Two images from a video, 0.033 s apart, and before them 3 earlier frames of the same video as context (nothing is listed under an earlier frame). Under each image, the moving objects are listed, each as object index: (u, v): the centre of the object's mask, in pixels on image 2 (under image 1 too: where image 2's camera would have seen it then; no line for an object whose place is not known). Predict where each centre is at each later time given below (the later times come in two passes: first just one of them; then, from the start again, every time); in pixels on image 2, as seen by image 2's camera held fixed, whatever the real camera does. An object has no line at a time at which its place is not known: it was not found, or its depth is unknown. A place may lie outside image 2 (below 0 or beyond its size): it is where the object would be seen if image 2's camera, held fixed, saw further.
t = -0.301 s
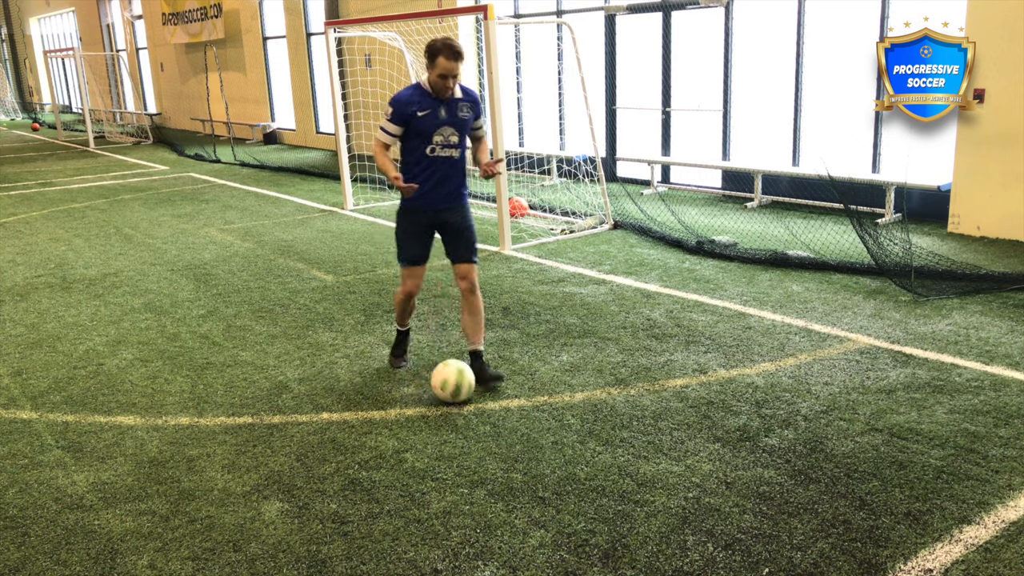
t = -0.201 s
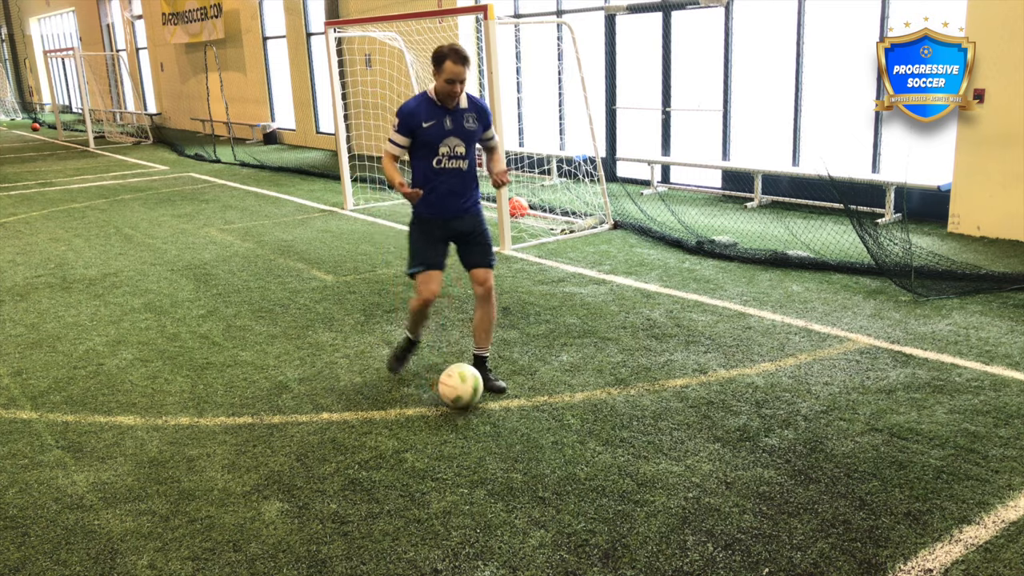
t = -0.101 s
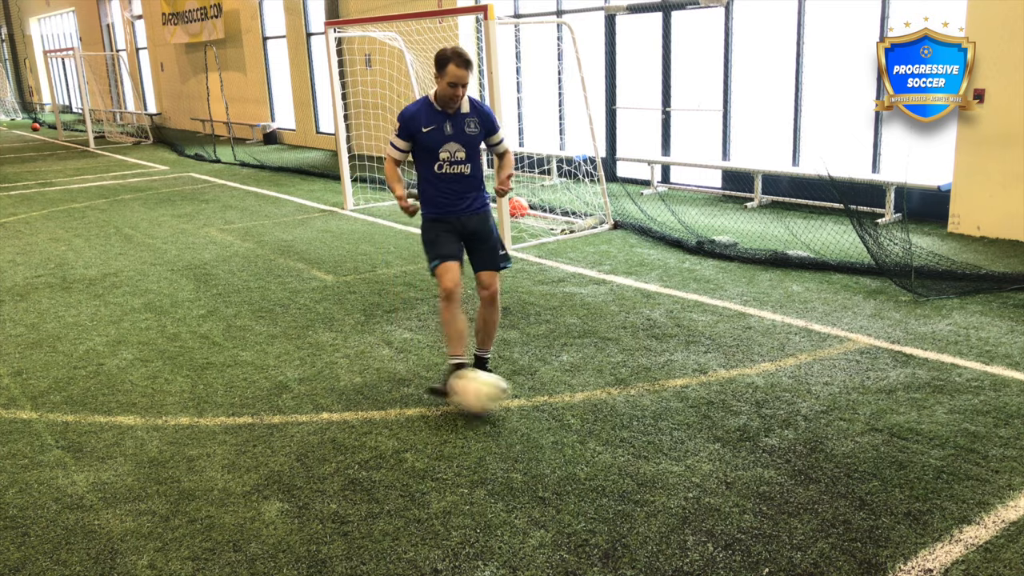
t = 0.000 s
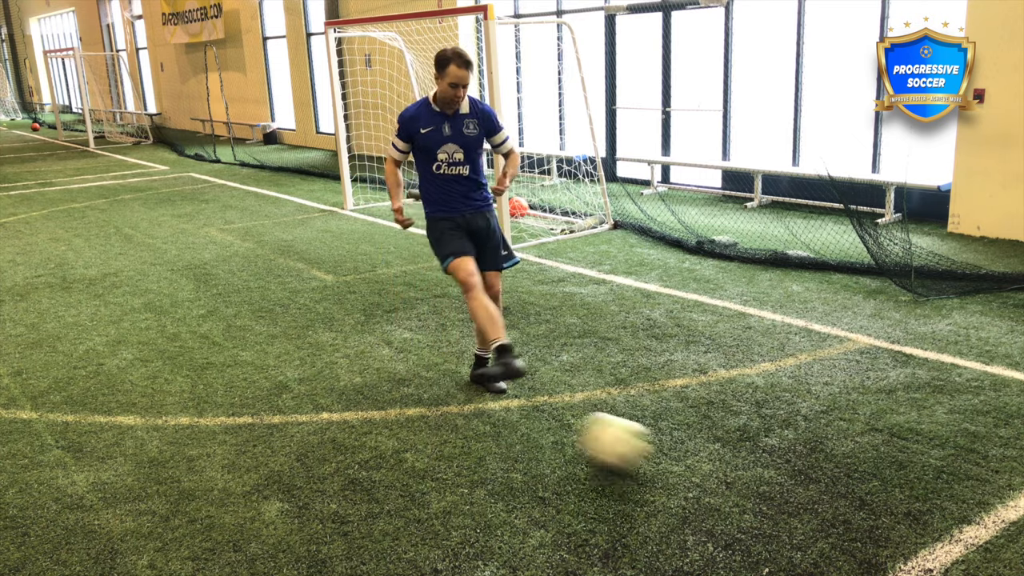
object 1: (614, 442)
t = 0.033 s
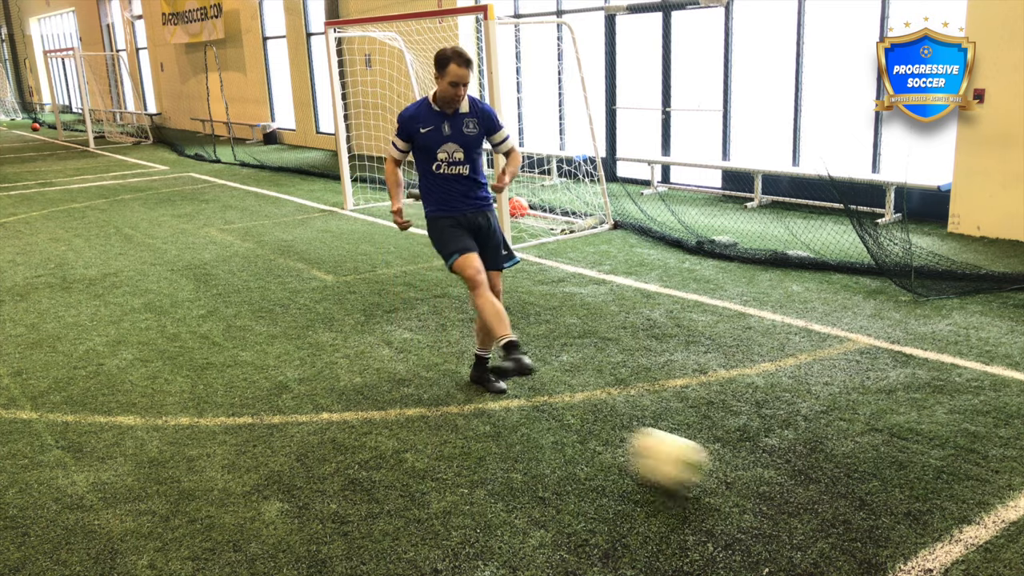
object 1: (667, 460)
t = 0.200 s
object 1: (990, 562)
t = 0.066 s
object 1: (726, 481)
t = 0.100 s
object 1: (787, 505)
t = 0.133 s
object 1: (854, 527)
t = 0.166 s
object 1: (925, 549)
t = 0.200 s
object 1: (990, 562)
